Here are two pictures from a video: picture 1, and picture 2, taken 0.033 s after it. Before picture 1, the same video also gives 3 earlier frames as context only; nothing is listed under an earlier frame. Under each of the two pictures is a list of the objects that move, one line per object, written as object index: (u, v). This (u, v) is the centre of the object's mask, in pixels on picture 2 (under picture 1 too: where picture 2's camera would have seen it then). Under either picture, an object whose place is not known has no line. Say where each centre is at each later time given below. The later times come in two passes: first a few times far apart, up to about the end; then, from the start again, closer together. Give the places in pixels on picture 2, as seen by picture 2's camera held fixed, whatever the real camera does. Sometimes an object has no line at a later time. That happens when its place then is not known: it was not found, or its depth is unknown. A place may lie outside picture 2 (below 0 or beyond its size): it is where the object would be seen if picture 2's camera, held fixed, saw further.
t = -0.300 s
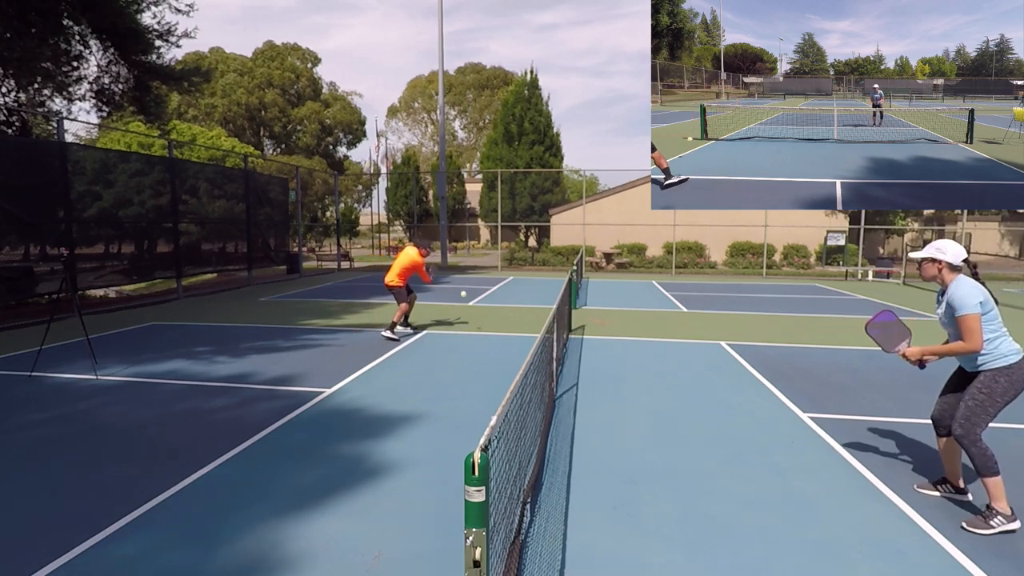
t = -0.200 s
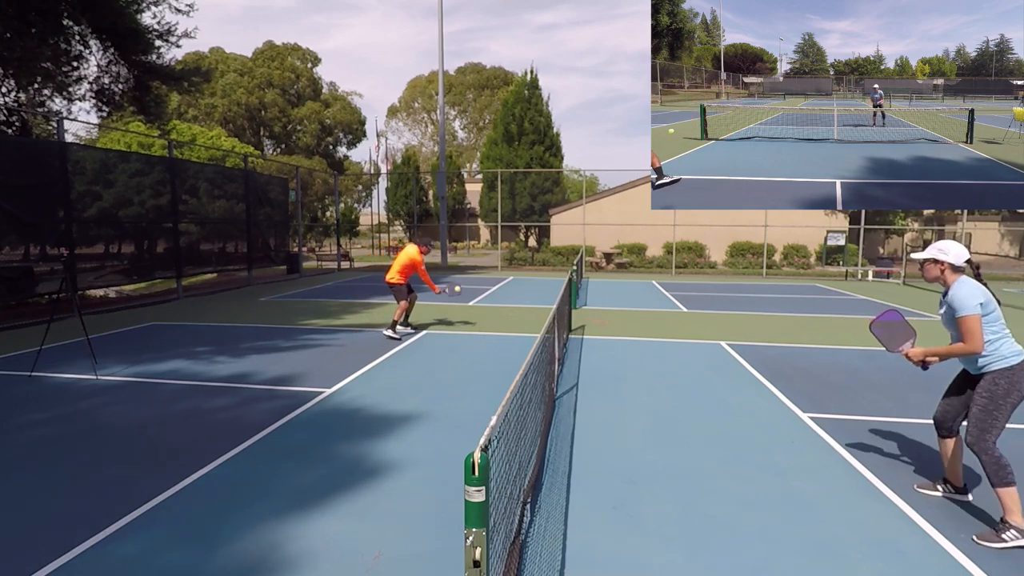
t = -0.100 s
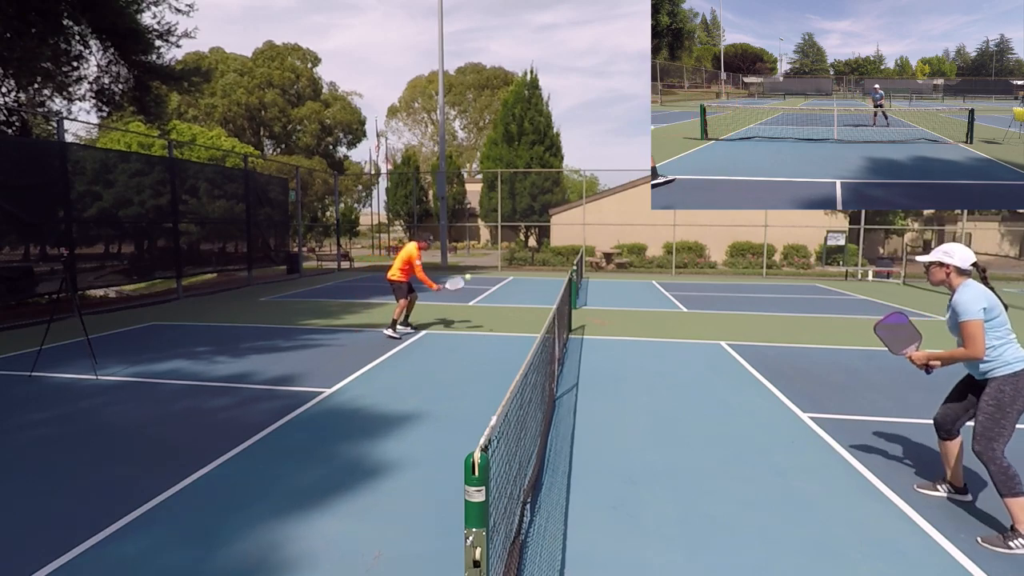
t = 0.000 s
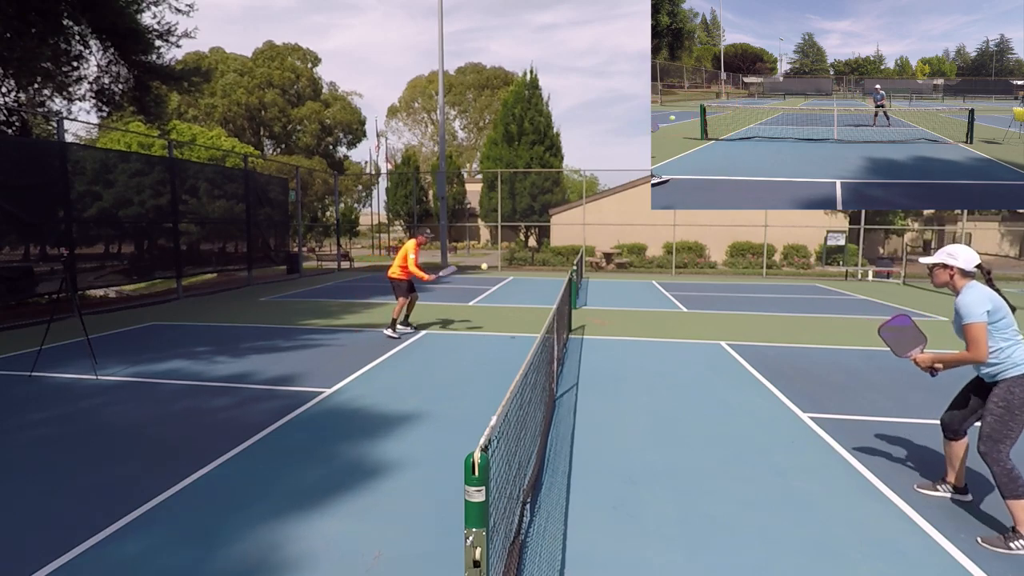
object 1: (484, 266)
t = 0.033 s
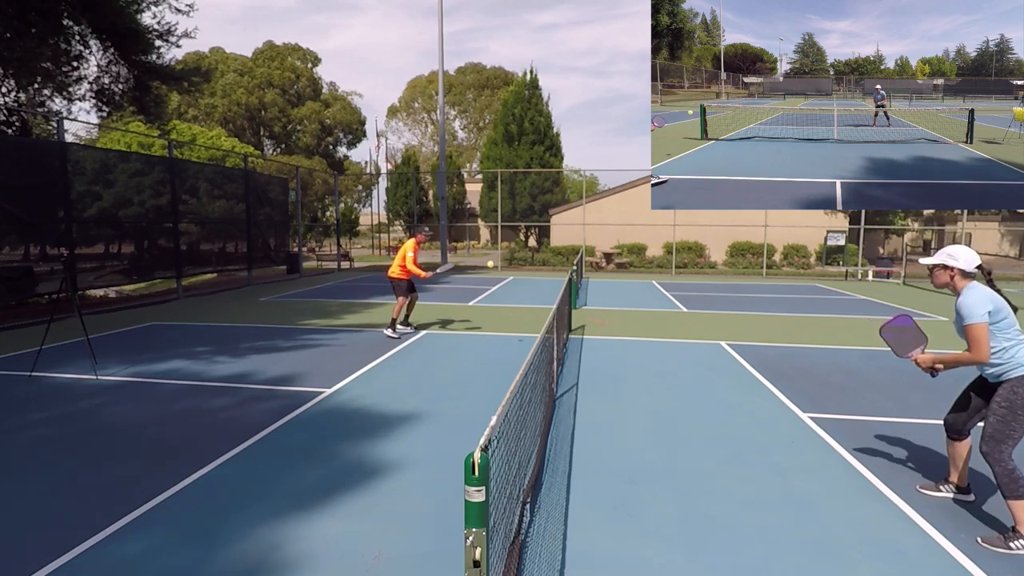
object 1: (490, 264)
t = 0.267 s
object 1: (542, 272)
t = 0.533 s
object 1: (637, 371)
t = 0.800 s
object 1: (745, 443)
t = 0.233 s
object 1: (534, 268)
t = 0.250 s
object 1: (539, 270)
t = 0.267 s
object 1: (542, 272)
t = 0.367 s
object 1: (573, 296)
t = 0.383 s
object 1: (578, 301)
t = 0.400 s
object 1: (584, 306)
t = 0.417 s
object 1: (590, 312)
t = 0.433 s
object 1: (596, 319)
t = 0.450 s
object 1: (602, 326)
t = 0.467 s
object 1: (609, 334)
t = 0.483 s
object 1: (615, 343)
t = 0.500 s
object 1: (622, 351)
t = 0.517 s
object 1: (629, 361)
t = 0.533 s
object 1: (637, 371)
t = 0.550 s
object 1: (644, 381)
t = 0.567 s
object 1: (652, 393)
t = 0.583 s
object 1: (660, 405)
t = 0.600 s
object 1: (668, 419)
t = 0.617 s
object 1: (677, 433)
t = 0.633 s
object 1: (685, 447)
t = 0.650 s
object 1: (694, 463)
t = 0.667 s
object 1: (703, 478)
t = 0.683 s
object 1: (708, 472)
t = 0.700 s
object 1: (714, 467)
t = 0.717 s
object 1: (719, 462)
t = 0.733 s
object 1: (724, 457)
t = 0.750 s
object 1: (729, 453)
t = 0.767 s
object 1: (734, 449)
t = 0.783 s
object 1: (740, 446)
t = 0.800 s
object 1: (745, 443)
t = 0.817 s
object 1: (750, 440)
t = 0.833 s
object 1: (756, 438)
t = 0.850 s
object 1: (761, 436)
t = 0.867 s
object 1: (767, 435)
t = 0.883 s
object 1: (773, 435)
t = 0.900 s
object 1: (778, 434)
